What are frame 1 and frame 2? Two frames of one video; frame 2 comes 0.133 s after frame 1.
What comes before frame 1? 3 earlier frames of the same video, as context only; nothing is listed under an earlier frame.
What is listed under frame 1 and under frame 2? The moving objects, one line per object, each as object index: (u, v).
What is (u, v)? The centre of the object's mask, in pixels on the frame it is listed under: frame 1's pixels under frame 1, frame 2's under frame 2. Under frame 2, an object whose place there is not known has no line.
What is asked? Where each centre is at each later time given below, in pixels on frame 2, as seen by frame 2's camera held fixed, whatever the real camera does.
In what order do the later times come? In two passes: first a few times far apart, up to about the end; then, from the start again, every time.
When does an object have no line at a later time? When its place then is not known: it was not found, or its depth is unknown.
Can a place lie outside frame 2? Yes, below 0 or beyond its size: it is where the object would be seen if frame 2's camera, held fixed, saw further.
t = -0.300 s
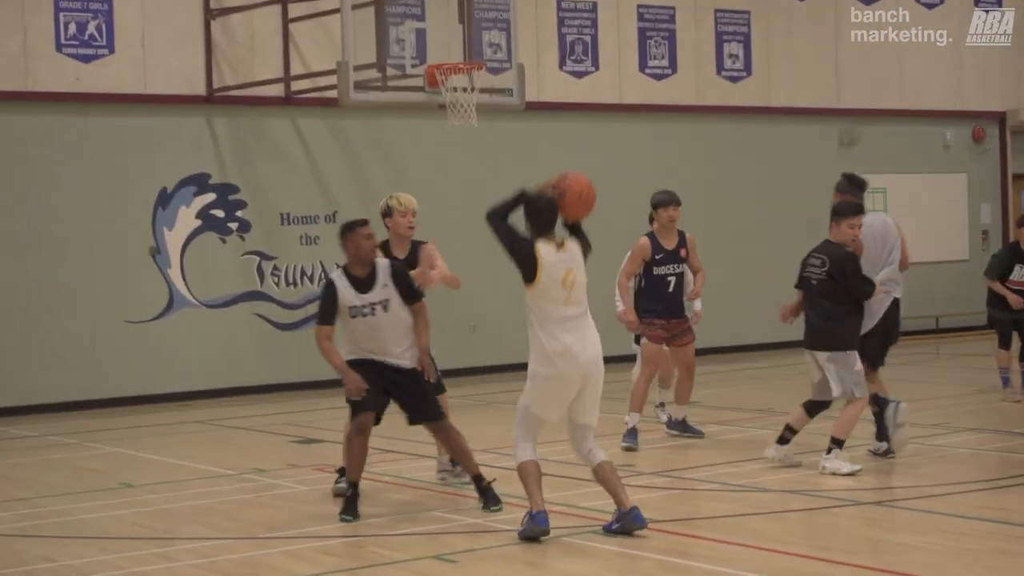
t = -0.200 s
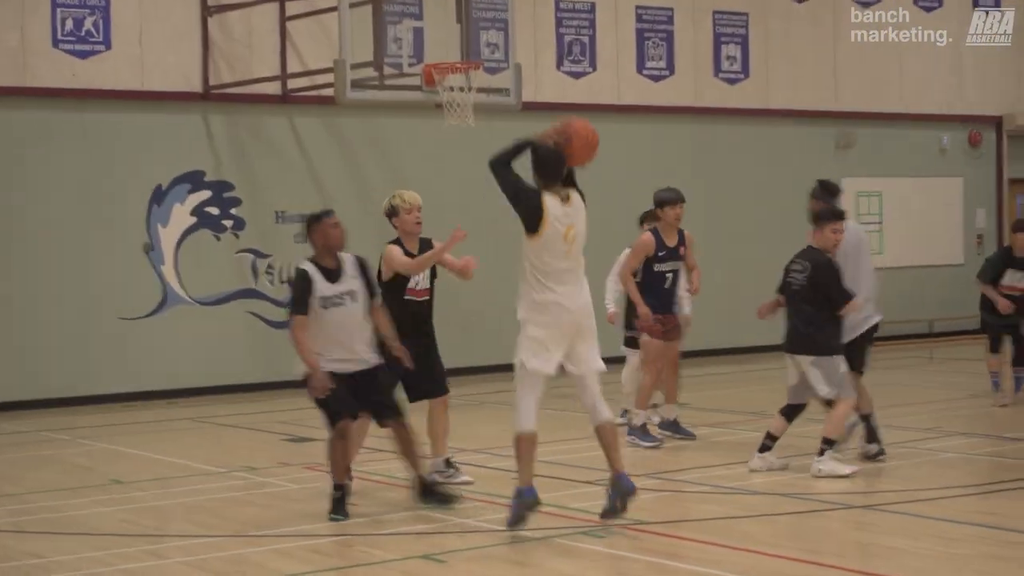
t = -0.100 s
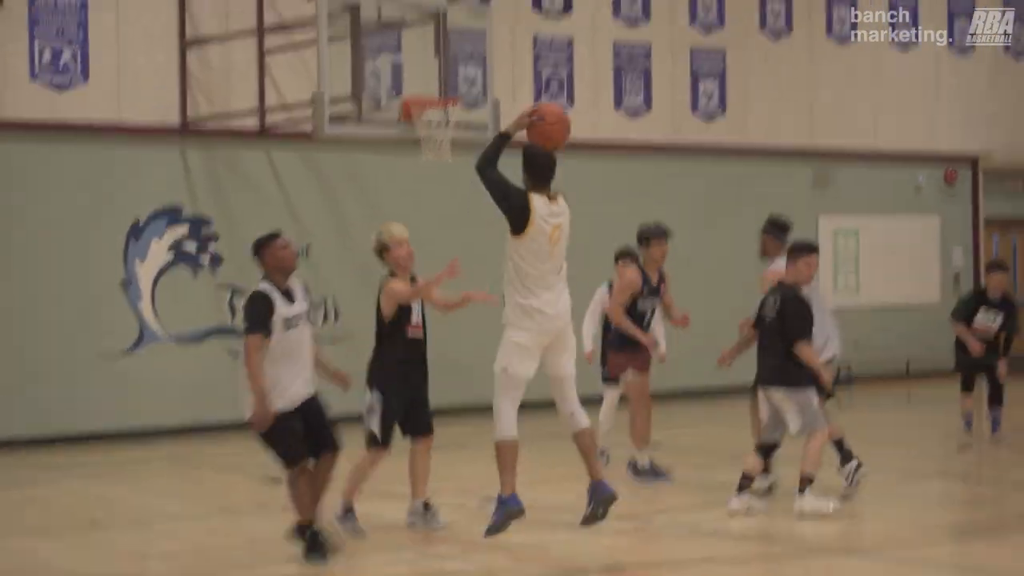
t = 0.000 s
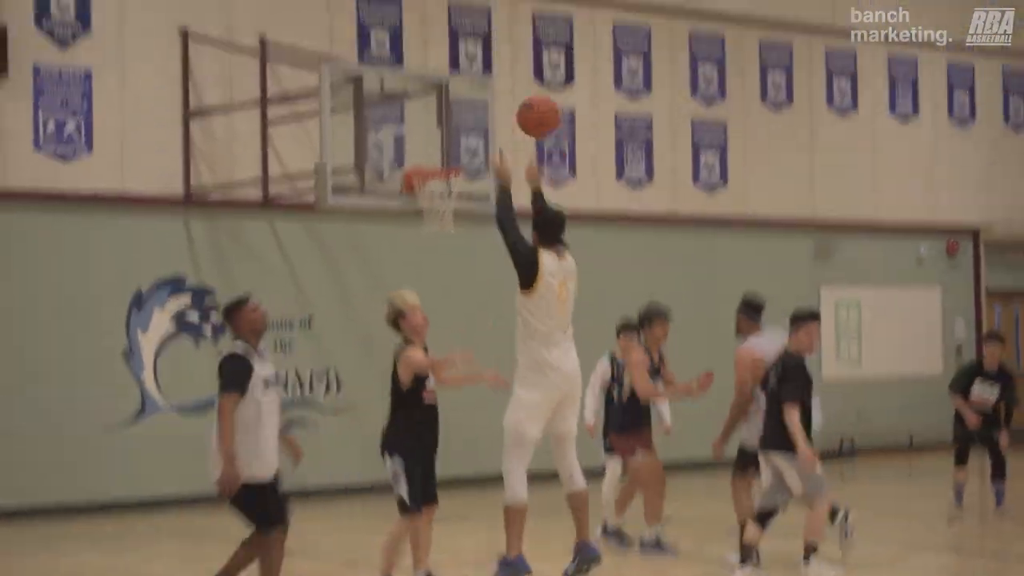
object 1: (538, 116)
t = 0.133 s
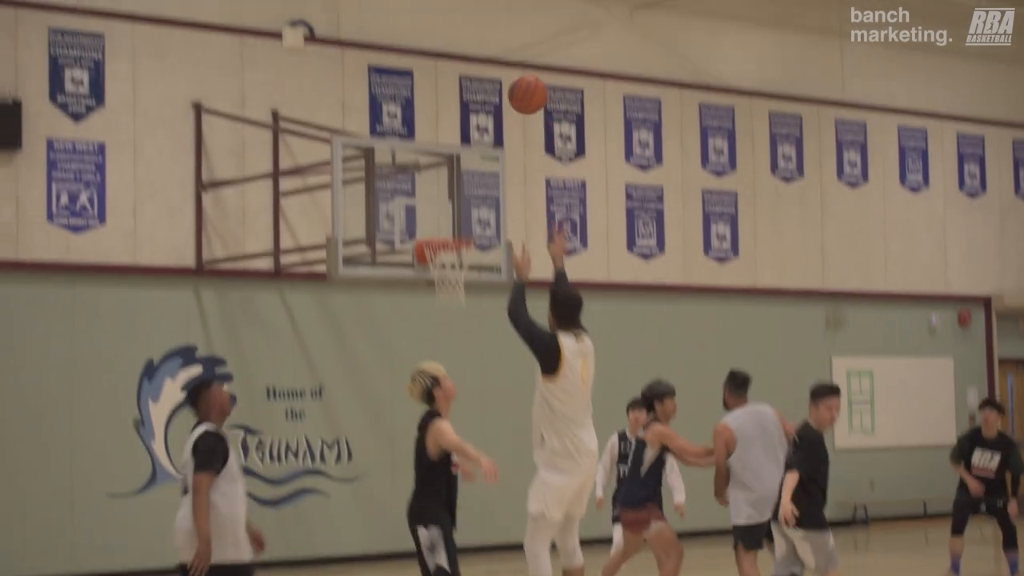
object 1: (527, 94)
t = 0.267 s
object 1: (510, 41)
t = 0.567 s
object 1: (481, 30)
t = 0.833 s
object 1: (459, 111)
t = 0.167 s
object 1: (522, 77)
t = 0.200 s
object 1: (518, 63)
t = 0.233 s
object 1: (514, 51)
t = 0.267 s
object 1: (510, 41)
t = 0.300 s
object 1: (506, 33)
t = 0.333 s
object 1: (503, 27)
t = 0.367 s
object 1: (499, 22)
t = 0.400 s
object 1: (496, 20)
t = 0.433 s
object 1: (493, 19)
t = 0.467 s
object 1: (490, 19)
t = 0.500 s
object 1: (487, 21)
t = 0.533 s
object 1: (484, 25)
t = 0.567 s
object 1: (481, 30)
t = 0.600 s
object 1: (478, 36)
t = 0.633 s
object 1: (475, 44)
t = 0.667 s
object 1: (472, 52)
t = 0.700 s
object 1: (469, 62)
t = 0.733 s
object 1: (466, 72)
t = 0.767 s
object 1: (463, 84)
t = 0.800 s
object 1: (461, 97)
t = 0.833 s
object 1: (459, 111)
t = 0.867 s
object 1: (457, 126)
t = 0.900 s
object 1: (456, 142)
